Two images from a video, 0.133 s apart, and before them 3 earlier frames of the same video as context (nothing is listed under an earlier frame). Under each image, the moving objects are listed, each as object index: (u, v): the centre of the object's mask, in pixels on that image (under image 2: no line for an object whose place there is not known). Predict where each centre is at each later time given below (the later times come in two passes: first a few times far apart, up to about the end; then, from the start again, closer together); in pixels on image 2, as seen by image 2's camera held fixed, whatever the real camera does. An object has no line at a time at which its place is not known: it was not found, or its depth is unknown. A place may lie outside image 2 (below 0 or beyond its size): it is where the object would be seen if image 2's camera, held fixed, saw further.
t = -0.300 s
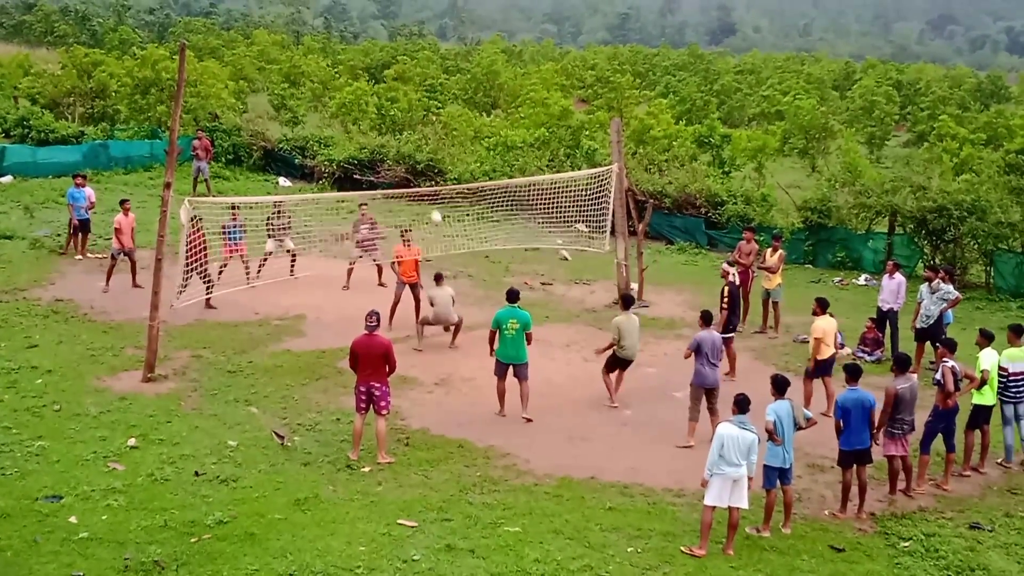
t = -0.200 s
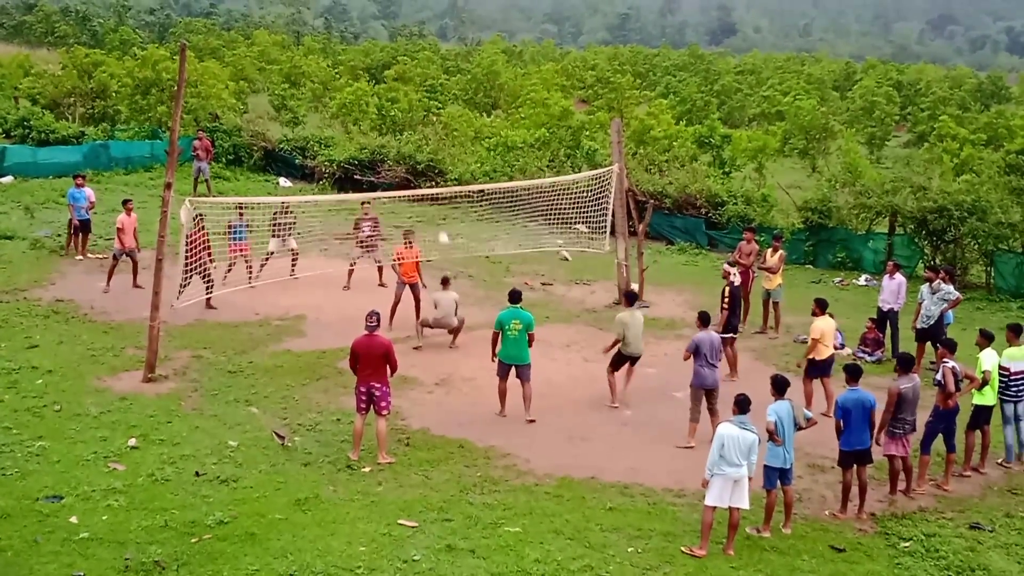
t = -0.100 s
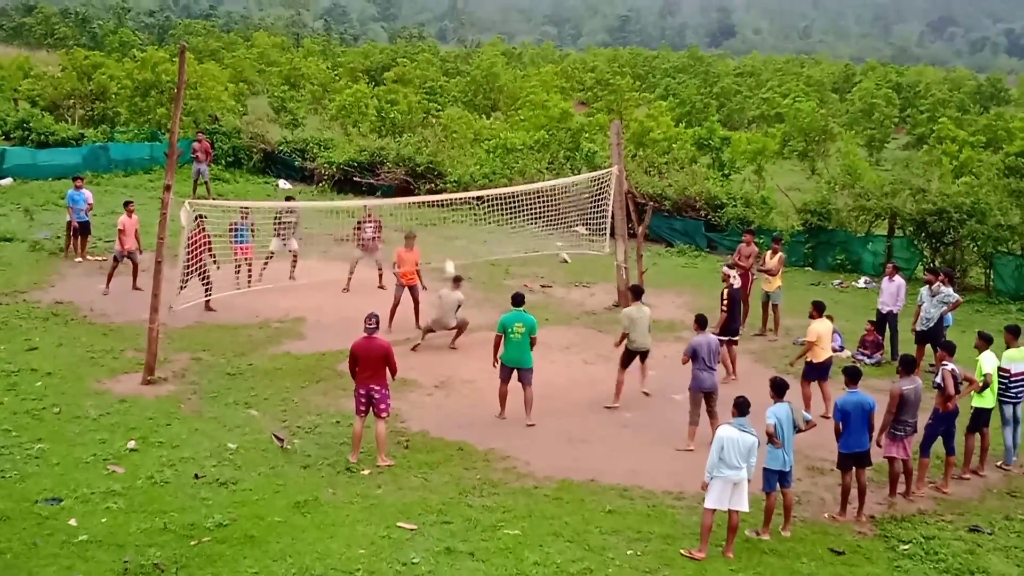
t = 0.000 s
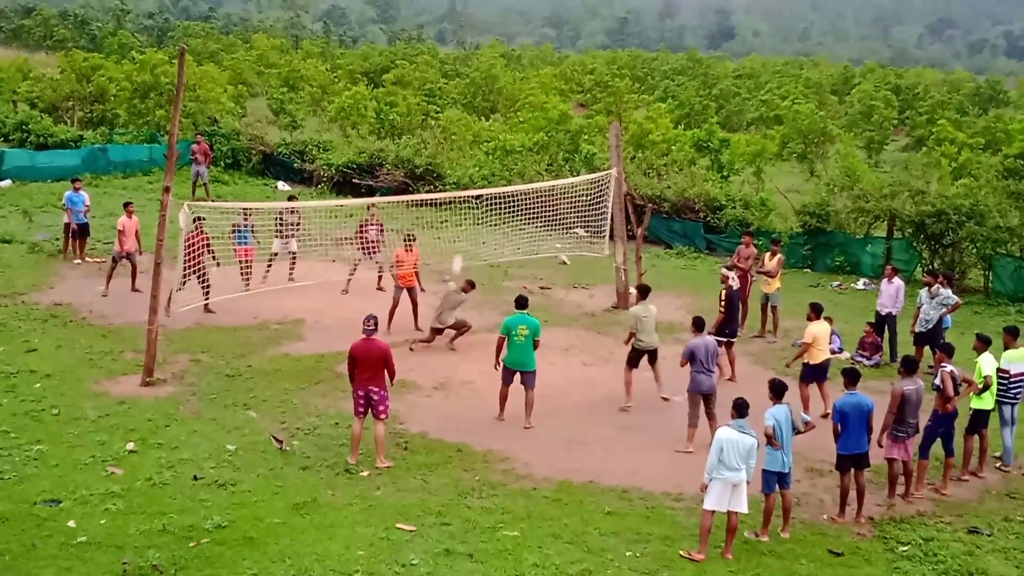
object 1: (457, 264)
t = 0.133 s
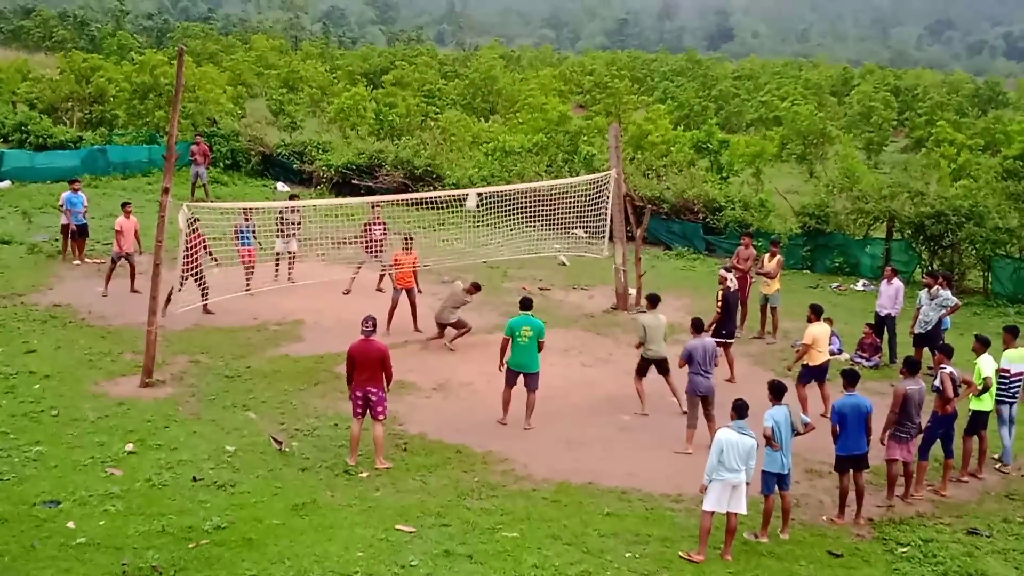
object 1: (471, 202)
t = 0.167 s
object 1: (475, 186)
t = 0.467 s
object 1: (511, 82)
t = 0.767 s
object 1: (548, 33)
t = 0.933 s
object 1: (569, 33)
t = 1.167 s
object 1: (599, 71)
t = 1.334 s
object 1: (620, 126)
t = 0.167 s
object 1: (475, 186)
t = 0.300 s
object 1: (491, 133)
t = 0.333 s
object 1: (495, 121)
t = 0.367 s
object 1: (498, 111)
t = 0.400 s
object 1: (503, 101)
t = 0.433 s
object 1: (507, 91)
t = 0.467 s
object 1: (511, 82)
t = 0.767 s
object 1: (548, 33)
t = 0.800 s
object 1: (552, 32)
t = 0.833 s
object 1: (557, 31)
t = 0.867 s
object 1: (561, 31)
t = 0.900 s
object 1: (565, 32)
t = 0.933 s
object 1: (569, 33)
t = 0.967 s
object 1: (573, 36)
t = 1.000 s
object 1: (578, 40)
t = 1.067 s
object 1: (586, 49)
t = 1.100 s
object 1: (591, 55)
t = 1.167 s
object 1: (599, 71)
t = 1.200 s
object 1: (603, 80)
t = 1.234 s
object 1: (608, 90)
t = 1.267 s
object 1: (612, 102)
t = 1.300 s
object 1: (616, 113)
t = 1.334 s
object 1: (620, 126)
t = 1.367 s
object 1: (624, 140)
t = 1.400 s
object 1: (629, 155)
